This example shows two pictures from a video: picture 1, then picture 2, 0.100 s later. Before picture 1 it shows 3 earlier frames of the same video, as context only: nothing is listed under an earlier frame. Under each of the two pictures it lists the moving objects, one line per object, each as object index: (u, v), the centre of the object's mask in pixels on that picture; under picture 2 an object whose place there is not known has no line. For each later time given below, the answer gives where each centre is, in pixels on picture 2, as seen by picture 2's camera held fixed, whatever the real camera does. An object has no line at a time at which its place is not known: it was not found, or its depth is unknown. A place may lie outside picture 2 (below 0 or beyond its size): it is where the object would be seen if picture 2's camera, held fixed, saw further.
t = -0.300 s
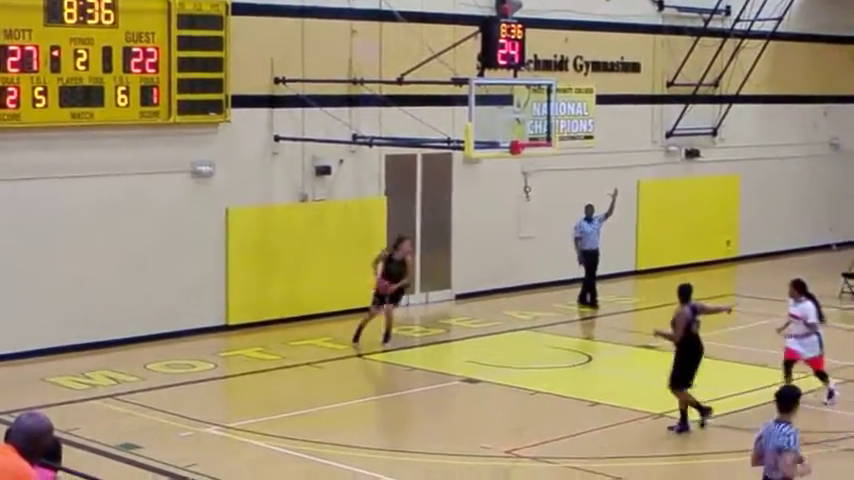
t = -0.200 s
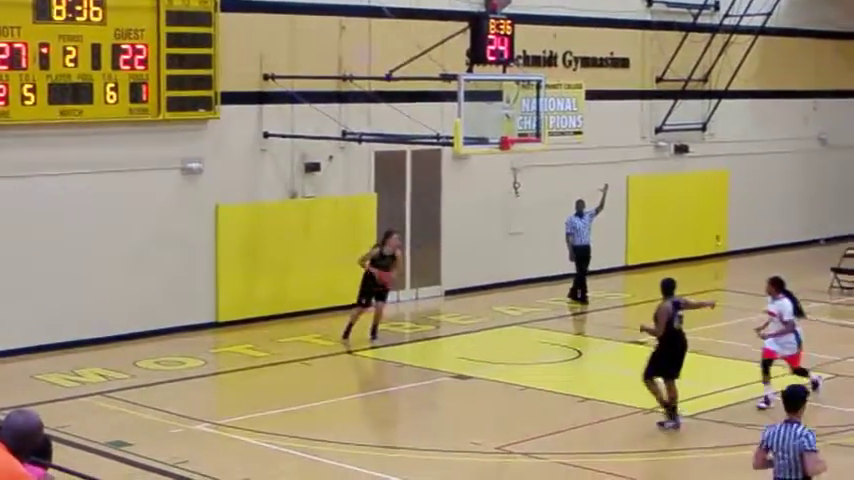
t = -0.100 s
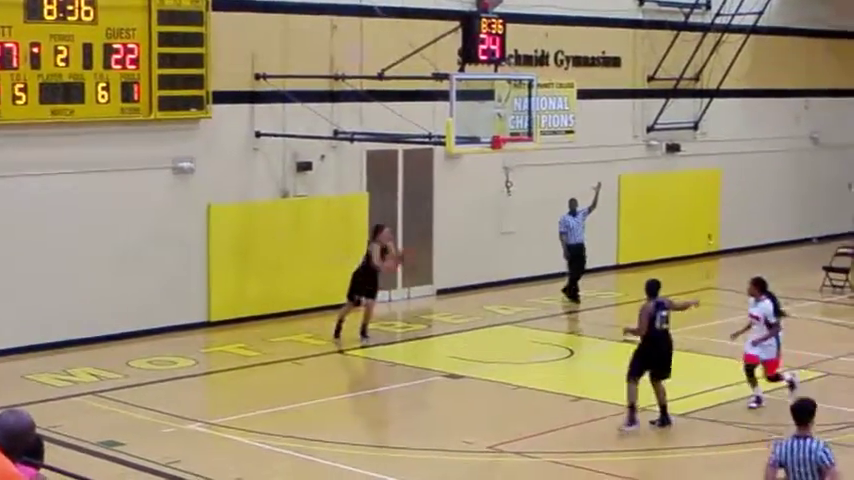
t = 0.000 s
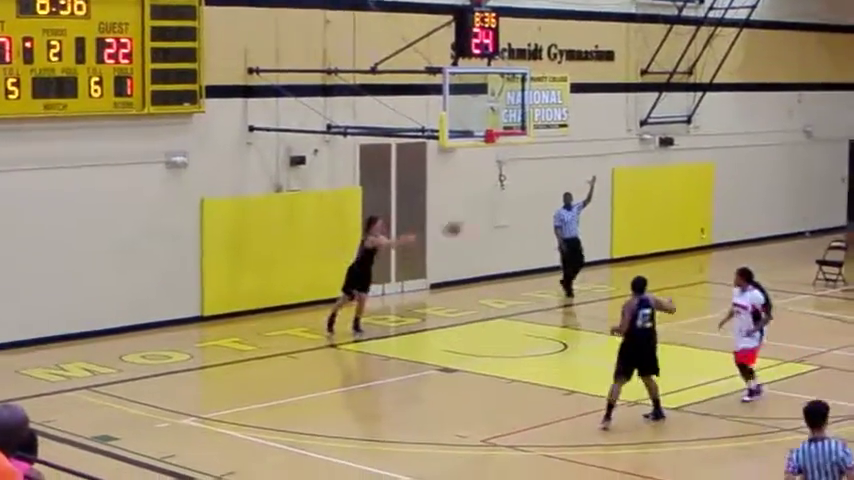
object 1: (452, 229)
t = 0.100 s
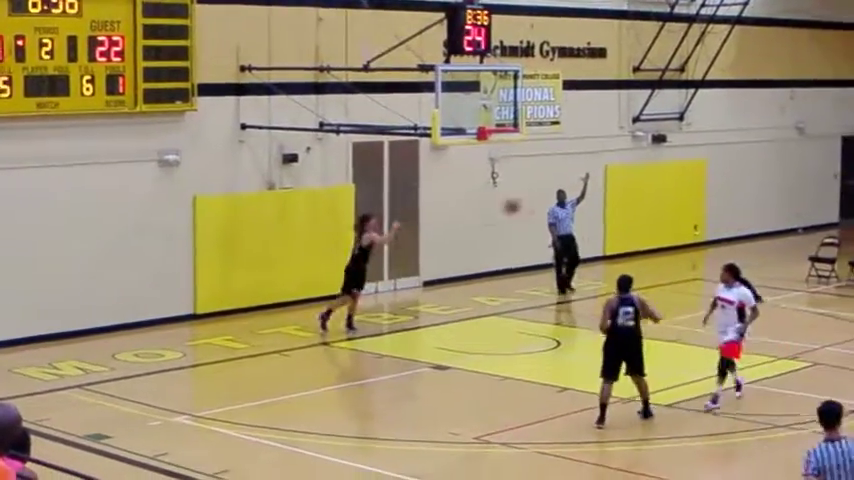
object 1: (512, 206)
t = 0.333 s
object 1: (661, 187)
